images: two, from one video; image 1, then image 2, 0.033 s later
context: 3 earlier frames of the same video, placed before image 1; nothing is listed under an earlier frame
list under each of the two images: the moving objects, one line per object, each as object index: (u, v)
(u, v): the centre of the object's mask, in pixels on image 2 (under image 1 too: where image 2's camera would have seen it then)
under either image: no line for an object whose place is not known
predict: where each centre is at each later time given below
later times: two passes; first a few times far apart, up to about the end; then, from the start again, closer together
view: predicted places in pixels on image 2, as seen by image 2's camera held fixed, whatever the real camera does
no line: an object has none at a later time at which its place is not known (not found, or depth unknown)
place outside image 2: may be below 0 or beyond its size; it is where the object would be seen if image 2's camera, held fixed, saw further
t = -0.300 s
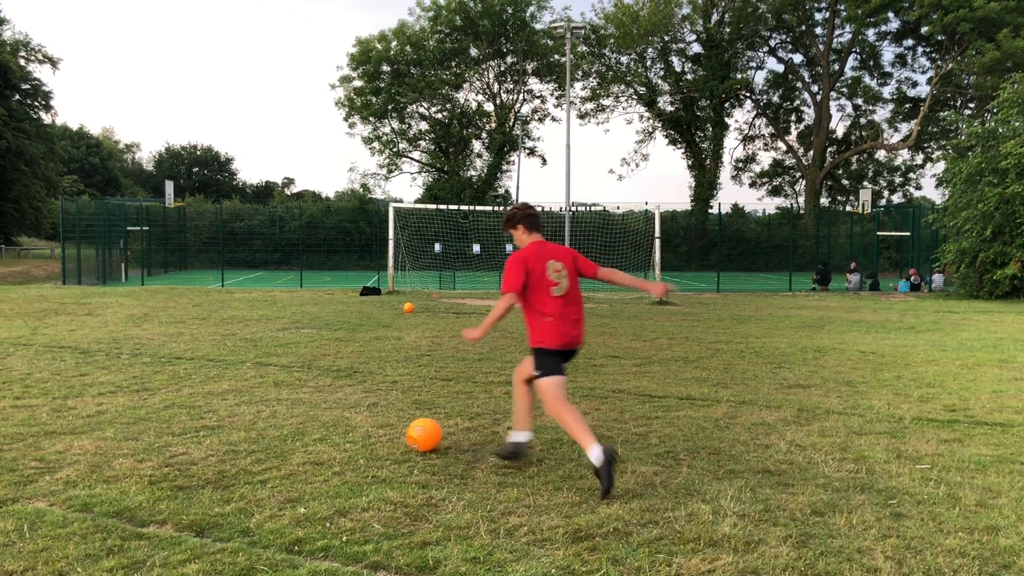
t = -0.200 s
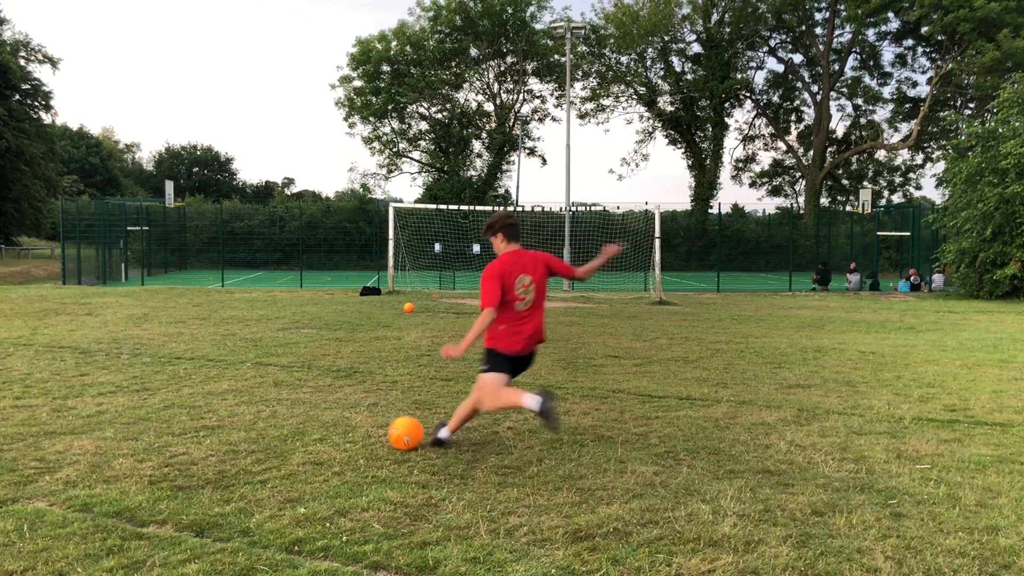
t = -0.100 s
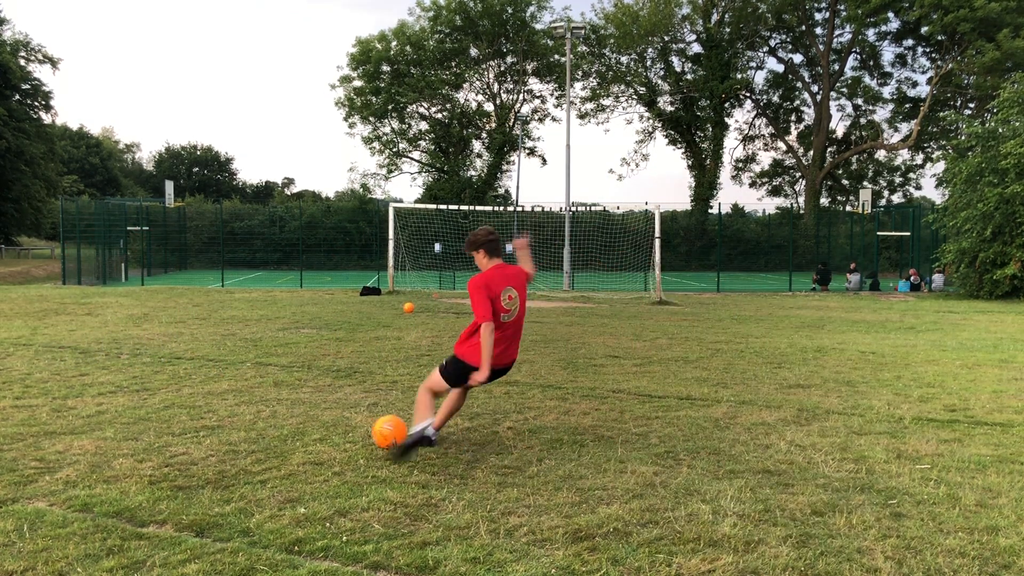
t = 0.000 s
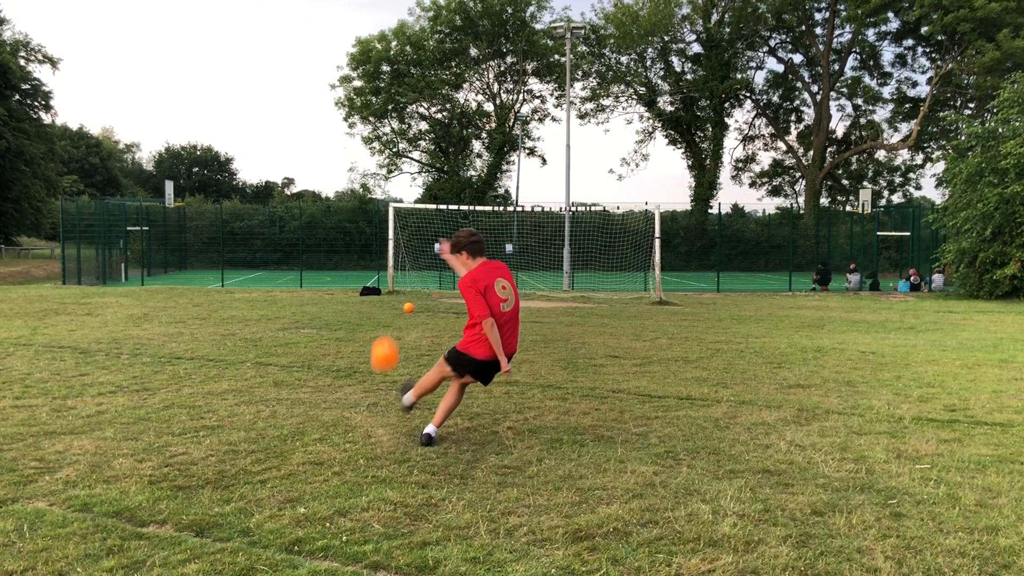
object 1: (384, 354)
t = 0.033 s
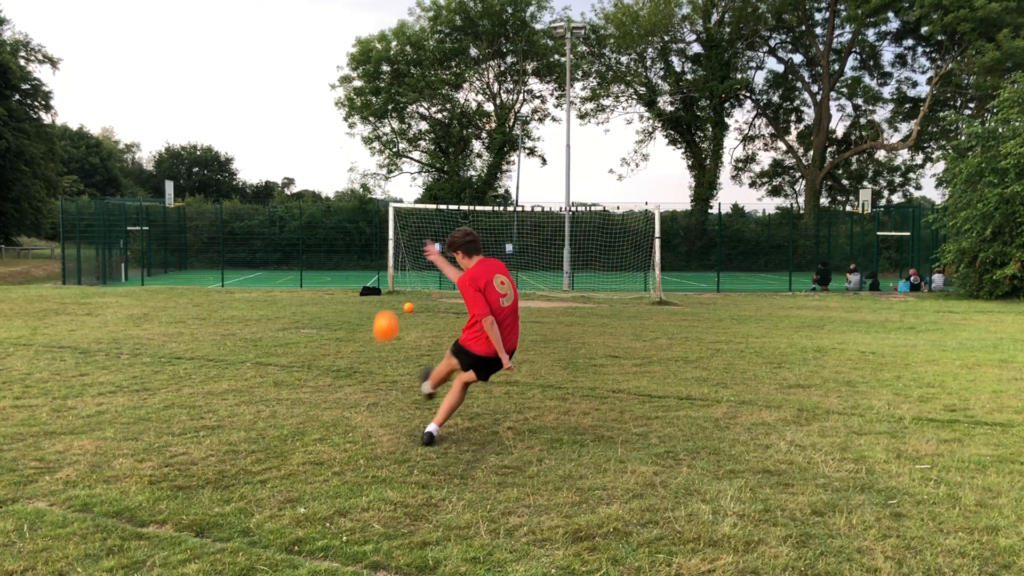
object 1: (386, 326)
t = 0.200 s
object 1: (393, 244)
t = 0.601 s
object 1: (415, 206)
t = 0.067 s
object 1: (387, 303)
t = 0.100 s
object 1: (388, 284)
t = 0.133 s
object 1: (390, 268)
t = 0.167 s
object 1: (391, 255)
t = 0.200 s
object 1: (393, 244)
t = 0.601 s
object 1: (415, 206)
